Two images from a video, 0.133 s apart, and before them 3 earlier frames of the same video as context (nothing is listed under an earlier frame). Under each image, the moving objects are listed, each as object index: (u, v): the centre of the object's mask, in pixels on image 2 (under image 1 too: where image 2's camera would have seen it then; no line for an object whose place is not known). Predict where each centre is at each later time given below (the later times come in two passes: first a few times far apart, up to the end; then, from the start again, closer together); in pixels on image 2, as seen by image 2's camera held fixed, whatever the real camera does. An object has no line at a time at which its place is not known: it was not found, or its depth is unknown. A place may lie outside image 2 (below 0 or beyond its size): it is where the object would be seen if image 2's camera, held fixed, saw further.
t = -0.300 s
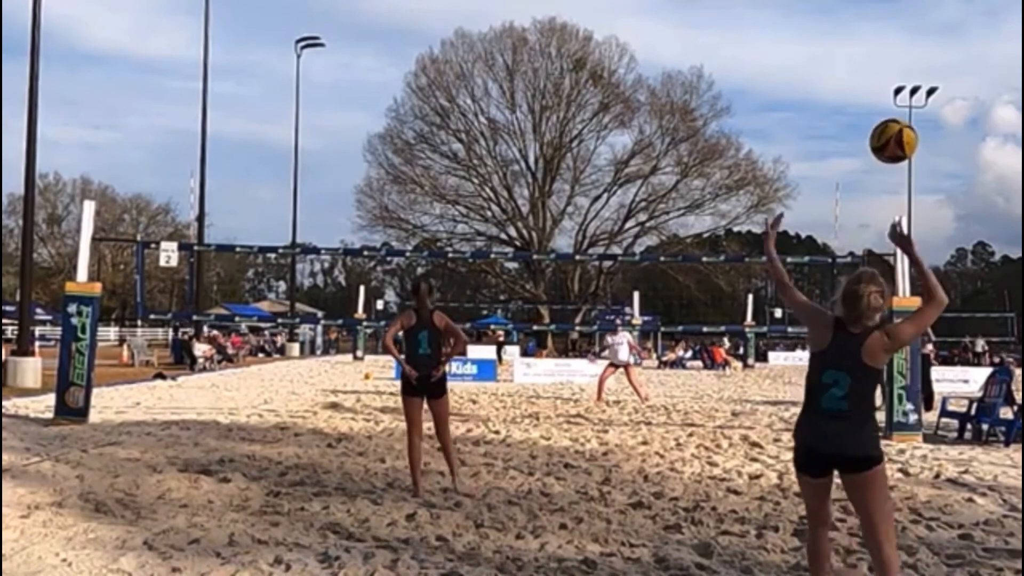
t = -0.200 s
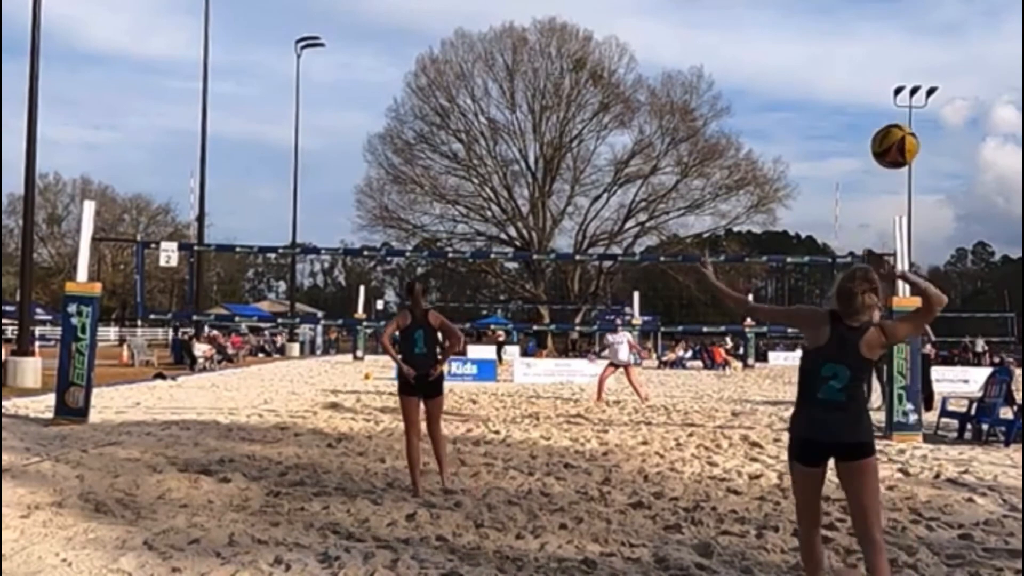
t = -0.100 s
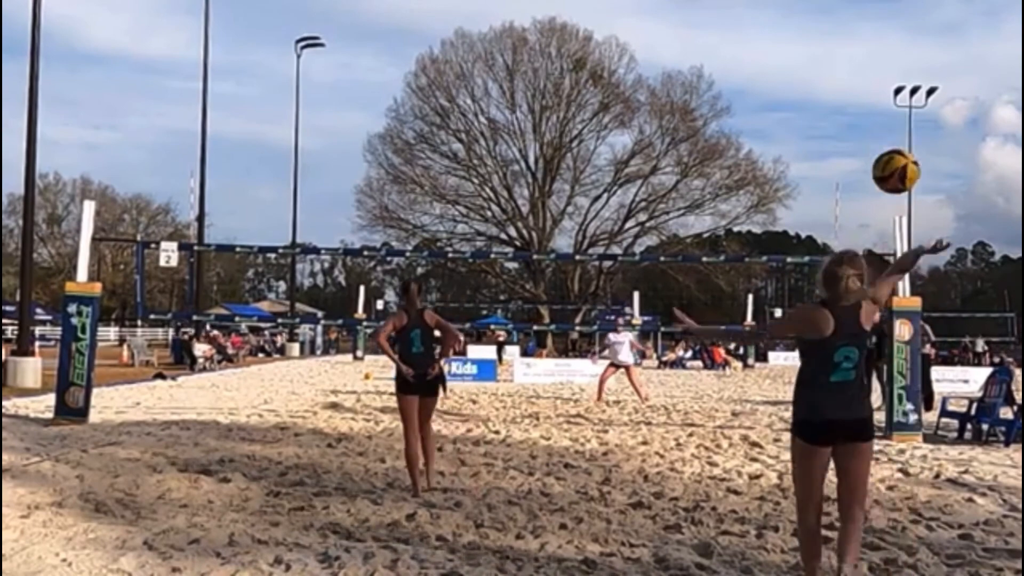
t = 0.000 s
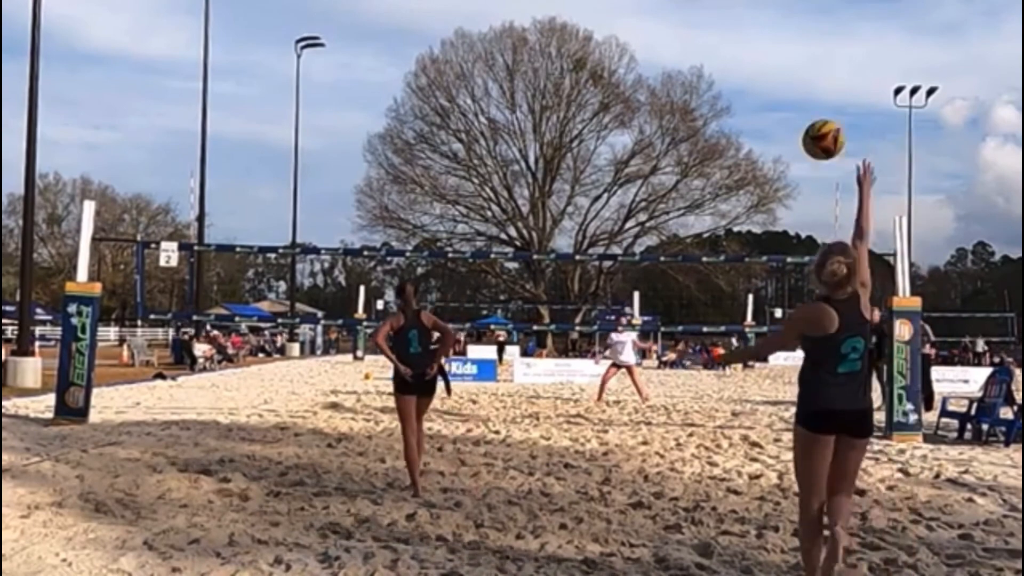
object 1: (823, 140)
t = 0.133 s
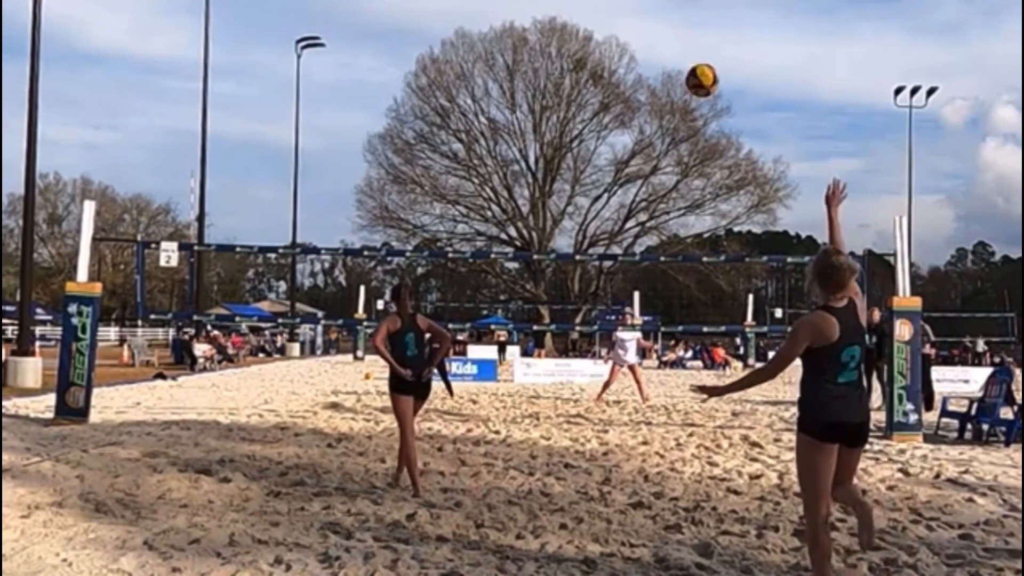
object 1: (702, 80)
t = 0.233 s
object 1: (638, 62)
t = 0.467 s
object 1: (531, 73)
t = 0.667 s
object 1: (470, 119)
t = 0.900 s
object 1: (413, 196)
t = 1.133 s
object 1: (365, 289)
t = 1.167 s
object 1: (358, 306)
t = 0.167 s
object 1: (679, 72)
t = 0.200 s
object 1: (658, 66)
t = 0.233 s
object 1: (638, 62)
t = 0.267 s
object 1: (619, 60)
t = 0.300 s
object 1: (602, 58)
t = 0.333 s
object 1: (586, 59)
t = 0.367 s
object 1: (571, 61)
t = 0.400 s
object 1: (558, 64)
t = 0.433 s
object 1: (544, 68)
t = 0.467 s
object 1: (531, 73)
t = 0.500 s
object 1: (521, 79)
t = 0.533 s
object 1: (509, 87)
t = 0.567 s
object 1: (499, 94)
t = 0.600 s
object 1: (488, 102)
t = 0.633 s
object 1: (479, 110)
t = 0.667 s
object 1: (470, 119)
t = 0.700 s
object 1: (461, 130)
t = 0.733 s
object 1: (453, 139)
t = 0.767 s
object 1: (445, 151)
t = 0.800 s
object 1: (437, 161)
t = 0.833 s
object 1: (428, 172)
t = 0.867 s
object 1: (421, 184)
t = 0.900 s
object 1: (413, 196)
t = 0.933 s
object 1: (406, 210)
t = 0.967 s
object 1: (398, 222)
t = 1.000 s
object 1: (391, 236)
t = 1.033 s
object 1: (385, 246)
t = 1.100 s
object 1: (372, 275)
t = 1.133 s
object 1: (365, 289)
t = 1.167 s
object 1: (358, 306)
